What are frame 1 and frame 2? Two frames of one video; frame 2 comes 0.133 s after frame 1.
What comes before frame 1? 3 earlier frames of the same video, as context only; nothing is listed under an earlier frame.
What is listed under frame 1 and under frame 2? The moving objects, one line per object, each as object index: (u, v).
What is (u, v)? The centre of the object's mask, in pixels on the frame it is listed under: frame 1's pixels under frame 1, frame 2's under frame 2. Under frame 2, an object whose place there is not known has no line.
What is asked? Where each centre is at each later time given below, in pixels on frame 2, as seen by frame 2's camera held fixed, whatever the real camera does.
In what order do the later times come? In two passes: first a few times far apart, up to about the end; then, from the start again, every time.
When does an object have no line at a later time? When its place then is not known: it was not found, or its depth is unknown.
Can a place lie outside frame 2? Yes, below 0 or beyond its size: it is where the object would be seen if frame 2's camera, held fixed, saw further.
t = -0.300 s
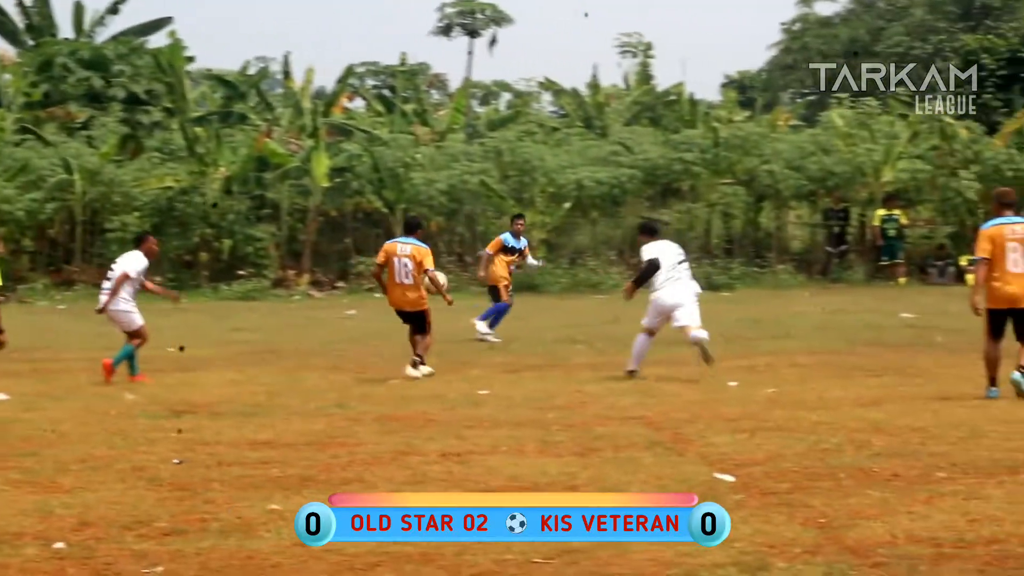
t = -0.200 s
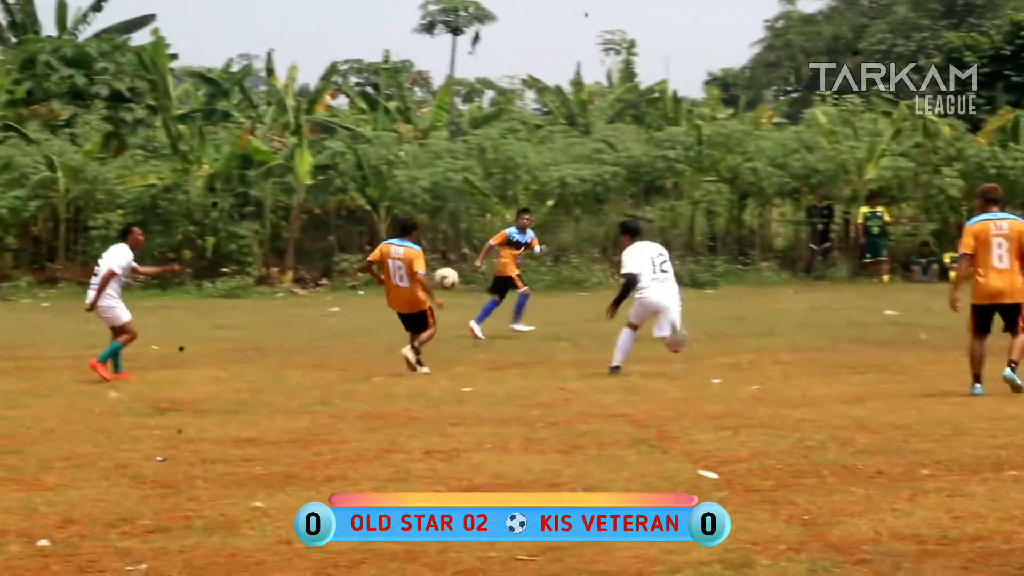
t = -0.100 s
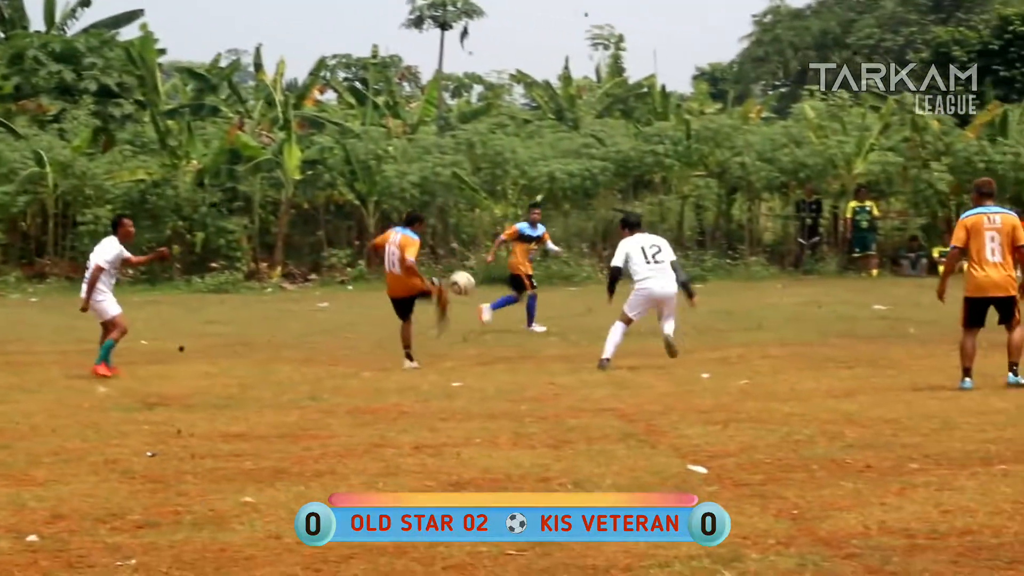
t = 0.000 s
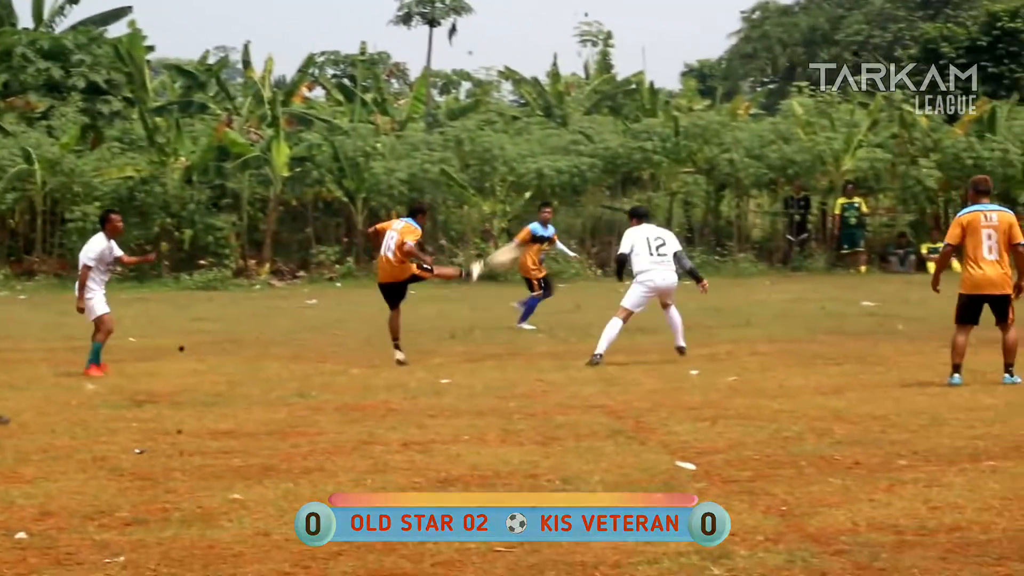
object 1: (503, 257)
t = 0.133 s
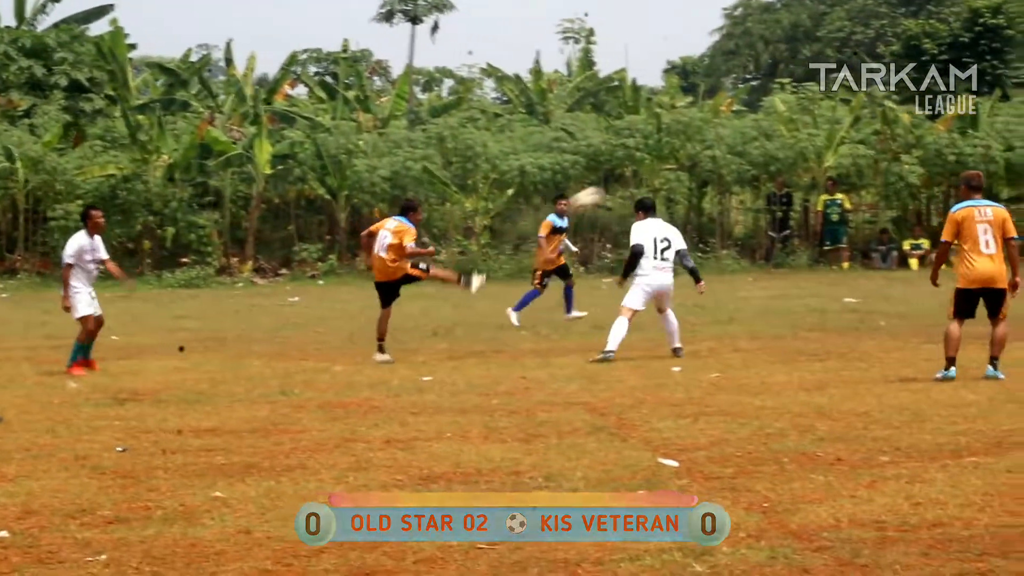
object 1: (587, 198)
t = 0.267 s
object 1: (688, 161)
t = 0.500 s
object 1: (863, 141)
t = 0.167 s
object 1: (611, 188)
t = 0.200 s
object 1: (637, 178)
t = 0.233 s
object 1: (663, 169)
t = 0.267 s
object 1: (688, 161)
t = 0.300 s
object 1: (713, 158)
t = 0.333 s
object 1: (738, 151)
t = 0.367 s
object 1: (763, 148)
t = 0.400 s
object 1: (789, 145)
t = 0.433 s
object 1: (814, 143)
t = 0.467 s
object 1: (839, 141)
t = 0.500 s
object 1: (863, 141)
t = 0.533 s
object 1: (889, 142)
